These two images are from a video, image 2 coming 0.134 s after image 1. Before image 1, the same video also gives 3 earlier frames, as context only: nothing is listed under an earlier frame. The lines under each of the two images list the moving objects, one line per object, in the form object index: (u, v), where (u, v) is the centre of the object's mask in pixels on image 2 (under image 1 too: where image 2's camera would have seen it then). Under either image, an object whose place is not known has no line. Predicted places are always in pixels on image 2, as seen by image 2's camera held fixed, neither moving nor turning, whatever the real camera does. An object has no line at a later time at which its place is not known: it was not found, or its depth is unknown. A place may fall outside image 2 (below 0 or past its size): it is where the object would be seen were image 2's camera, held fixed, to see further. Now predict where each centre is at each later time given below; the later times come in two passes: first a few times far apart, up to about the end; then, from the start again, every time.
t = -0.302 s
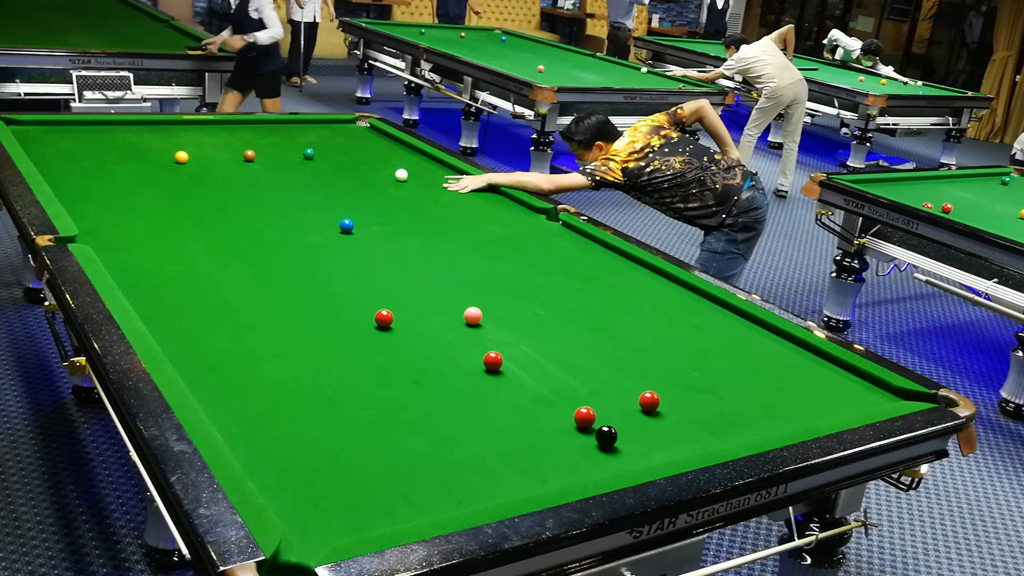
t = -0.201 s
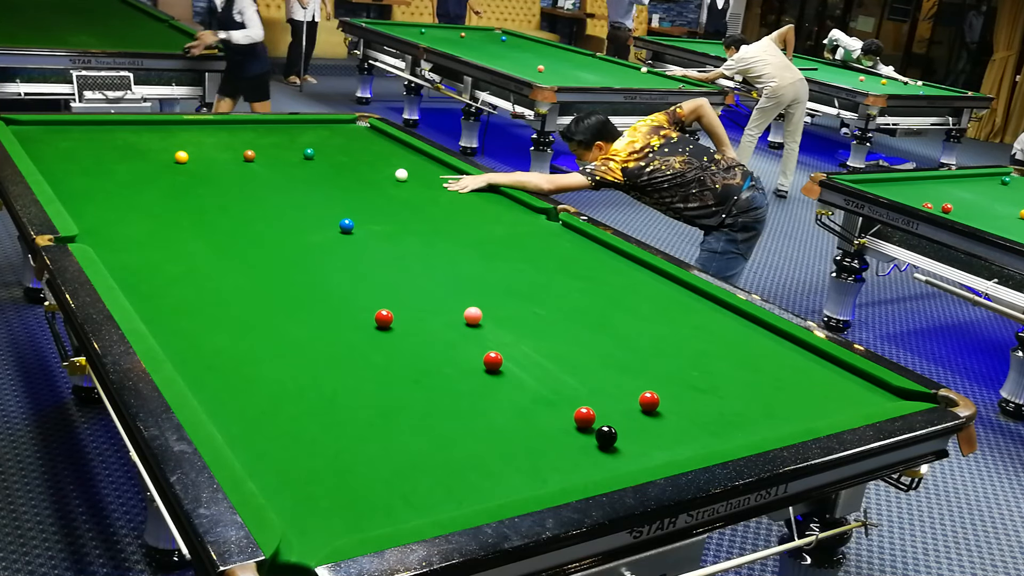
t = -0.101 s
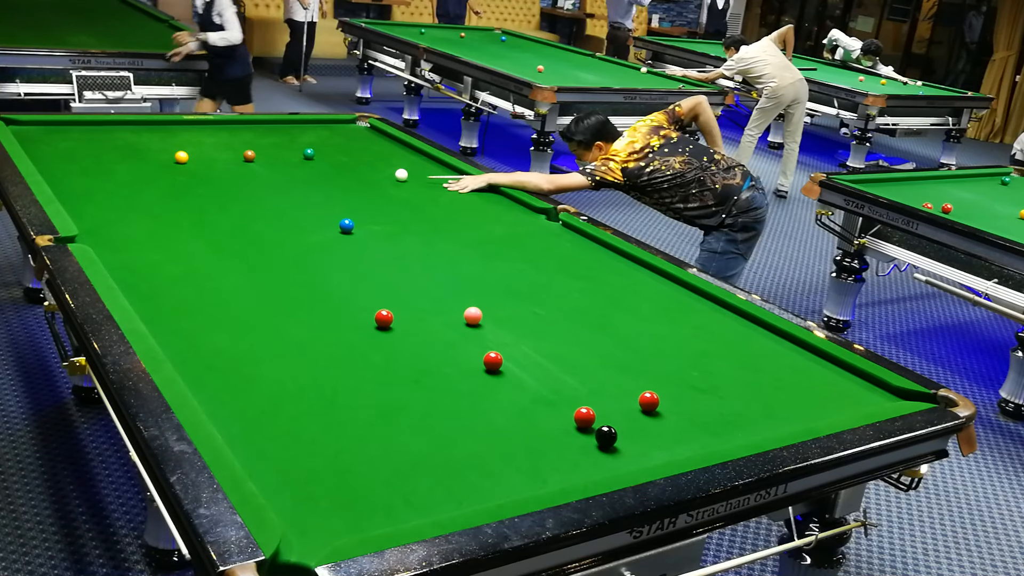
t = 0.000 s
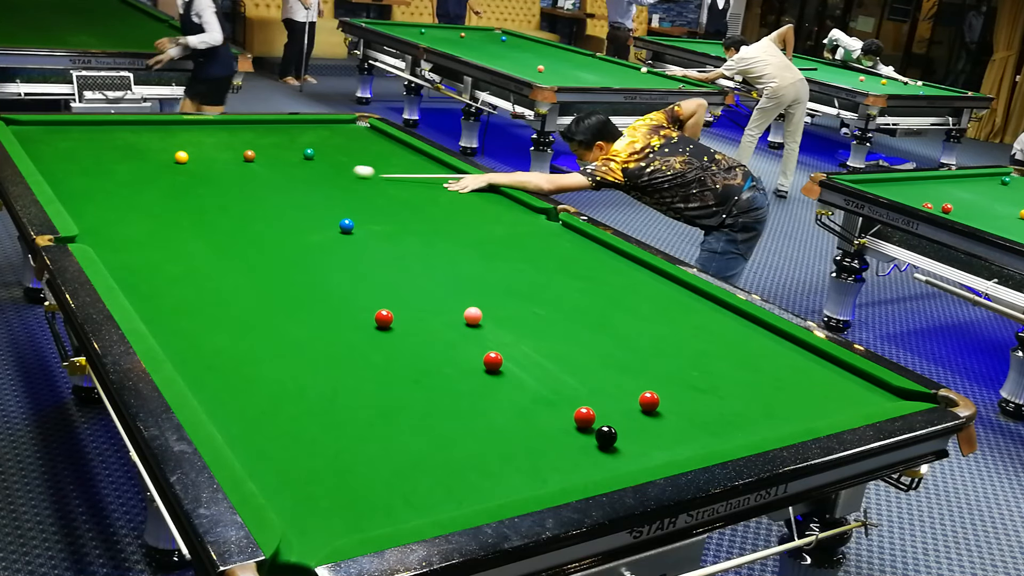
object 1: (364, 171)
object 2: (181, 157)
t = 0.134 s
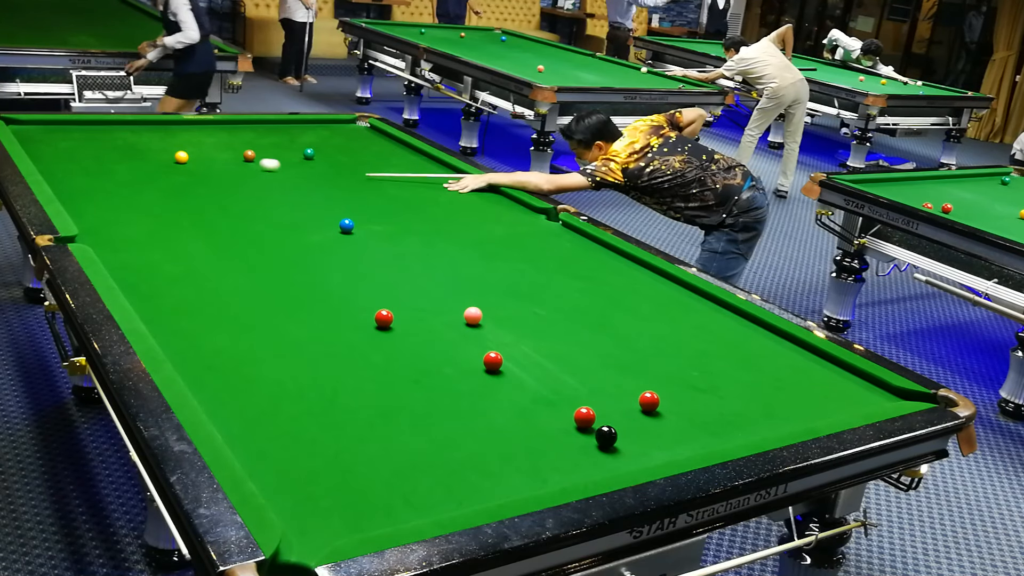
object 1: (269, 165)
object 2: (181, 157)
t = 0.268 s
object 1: (189, 160)
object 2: (177, 156)
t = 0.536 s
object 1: (143, 169)
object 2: (101, 140)
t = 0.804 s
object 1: (96, 179)
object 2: (39, 127)
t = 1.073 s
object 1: (61, 188)
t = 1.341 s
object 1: (104, 193)
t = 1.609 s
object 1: (144, 197)
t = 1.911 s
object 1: (186, 202)
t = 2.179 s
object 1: (221, 206)
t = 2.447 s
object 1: (254, 210)
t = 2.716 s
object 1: (284, 213)
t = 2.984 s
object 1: (313, 216)
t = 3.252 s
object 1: (338, 218)
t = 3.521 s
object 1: (363, 222)
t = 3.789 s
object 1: (385, 224)
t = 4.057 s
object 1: (405, 227)
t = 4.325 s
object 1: (423, 229)
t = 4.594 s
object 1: (438, 231)
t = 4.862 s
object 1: (451, 232)
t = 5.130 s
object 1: (462, 233)
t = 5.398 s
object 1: (471, 234)
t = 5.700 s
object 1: (478, 235)
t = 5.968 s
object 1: (482, 236)
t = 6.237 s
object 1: (484, 236)
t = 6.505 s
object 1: (484, 236)
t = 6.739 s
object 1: (483, 236)
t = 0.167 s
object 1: (247, 163)
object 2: (181, 157)
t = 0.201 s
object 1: (225, 162)
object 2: (181, 157)
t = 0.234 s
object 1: (205, 160)
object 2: (181, 157)
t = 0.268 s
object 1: (189, 160)
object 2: (177, 156)
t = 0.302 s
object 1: (182, 161)
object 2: (166, 154)
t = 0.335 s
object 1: (177, 163)
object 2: (155, 151)
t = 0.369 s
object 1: (171, 164)
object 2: (145, 149)
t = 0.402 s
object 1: (165, 165)
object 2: (135, 147)
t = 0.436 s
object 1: (160, 166)
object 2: (126, 145)
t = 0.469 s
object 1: (154, 167)
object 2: (117, 143)
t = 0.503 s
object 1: (149, 168)
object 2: (109, 142)
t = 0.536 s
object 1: (143, 169)
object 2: (101, 140)
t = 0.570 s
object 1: (137, 170)
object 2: (94, 138)
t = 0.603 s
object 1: (132, 172)
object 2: (86, 137)
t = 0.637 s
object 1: (126, 173)
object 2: (78, 135)
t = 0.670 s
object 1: (120, 174)
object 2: (70, 133)
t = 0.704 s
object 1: (114, 175)
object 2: (62, 132)
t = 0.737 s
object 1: (108, 176)
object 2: (54, 130)
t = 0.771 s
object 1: (102, 177)
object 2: (47, 129)
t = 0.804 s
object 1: (96, 179)
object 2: (39, 127)
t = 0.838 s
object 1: (89, 180)
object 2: (32, 125)
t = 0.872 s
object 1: (83, 181)
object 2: (25, 124)
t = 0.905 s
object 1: (77, 182)
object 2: (17, 122)
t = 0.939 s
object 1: (70, 183)
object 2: (10, 120)
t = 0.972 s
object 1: (64, 184)
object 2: (5, 119)
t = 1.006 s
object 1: (58, 185)
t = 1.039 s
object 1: (56, 186)
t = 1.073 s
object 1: (61, 188)
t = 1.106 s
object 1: (67, 188)
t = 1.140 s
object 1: (72, 189)
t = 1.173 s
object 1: (77, 189)
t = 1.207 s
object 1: (82, 190)
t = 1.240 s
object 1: (88, 191)
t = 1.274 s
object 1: (93, 192)
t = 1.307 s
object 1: (99, 192)
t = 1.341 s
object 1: (104, 193)
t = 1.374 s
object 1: (109, 193)
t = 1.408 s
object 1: (114, 194)
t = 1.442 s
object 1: (119, 194)
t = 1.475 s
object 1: (124, 195)
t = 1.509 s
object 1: (129, 195)
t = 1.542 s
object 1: (134, 196)
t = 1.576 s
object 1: (139, 197)
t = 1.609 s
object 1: (144, 197)
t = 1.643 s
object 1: (149, 198)
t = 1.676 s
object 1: (154, 198)
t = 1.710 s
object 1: (158, 199)
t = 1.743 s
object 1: (163, 199)
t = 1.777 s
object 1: (168, 200)
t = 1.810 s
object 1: (172, 201)
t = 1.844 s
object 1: (177, 201)
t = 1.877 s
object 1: (182, 201)
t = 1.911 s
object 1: (186, 202)
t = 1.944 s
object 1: (191, 203)
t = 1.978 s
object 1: (195, 203)
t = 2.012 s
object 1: (200, 204)
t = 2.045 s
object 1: (204, 204)
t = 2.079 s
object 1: (208, 205)
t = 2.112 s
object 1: (213, 205)
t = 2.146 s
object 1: (217, 206)
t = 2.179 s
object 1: (221, 206)
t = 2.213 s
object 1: (225, 207)
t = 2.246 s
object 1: (230, 207)
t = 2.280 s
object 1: (233, 207)
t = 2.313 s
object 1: (238, 208)
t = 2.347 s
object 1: (242, 208)
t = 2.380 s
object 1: (246, 209)
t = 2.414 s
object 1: (250, 209)
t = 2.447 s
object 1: (254, 210)
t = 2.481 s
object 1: (258, 210)
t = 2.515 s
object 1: (262, 211)
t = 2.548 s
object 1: (266, 211)
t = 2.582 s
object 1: (269, 211)
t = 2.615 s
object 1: (273, 212)
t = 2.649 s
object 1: (277, 212)
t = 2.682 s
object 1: (281, 213)
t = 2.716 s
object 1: (284, 213)
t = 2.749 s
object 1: (288, 214)
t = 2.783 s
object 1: (292, 214)
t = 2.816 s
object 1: (295, 214)
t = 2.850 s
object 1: (299, 215)
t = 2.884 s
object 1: (302, 215)
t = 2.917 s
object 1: (306, 216)
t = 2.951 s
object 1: (309, 216)
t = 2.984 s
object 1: (313, 216)
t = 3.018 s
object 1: (316, 217)
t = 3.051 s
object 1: (320, 217)
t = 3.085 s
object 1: (323, 217)
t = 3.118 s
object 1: (326, 218)
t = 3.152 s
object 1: (329, 218)
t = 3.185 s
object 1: (332, 218)
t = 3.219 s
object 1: (335, 218)
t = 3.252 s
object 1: (338, 218)
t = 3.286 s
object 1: (341, 218)
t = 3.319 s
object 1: (345, 217)
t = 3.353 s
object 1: (349, 217)
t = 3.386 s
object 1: (353, 219)
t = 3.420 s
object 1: (356, 220)
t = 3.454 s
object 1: (358, 221)
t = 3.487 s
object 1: (361, 222)
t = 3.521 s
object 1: (363, 222)
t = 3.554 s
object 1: (366, 222)
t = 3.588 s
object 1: (369, 223)
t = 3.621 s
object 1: (372, 223)
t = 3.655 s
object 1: (375, 223)
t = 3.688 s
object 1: (378, 224)
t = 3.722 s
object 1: (380, 224)
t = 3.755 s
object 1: (383, 224)
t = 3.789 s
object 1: (385, 224)
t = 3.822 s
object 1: (388, 225)
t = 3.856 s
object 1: (391, 225)
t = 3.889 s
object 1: (393, 225)
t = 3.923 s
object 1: (395, 226)
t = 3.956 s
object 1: (398, 226)
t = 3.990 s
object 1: (400, 226)
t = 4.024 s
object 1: (403, 226)
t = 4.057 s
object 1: (405, 227)
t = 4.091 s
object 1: (407, 227)
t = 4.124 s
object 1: (409, 227)
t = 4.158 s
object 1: (412, 227)
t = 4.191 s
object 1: (414, 228)
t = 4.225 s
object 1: (416, 228)
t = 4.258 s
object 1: (418, 228)
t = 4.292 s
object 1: (420, 229)
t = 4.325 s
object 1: (423, 229)
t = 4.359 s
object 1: (424, 229)
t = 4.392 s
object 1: (426, 229)
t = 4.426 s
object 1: (429, 230)
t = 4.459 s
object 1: (430, 230)
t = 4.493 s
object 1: (432, 230)
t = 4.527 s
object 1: (434, 230)
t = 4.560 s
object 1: (436, 230)
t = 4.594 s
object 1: (438, 231)
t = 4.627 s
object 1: (439, 231)
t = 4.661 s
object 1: (441, 231)
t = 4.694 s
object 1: (443, 231)
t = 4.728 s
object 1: (445, 231)
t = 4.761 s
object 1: (446, 231)
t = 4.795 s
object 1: (448, 232)
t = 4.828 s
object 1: (449, 232)
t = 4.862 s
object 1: (451, 232)
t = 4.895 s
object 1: (453, 232)
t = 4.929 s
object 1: (454, 232)
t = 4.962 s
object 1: (455, 232)
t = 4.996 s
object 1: (457, 232)
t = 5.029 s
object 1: (458, 233)
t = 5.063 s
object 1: (460, 233)
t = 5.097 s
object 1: (461, 233)
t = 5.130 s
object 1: (462, 233)
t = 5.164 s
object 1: (463, 233)
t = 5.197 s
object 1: (464, 233)
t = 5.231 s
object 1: (466, 234)
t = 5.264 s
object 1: (467, 234)
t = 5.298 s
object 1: (468, 234)
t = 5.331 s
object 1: (469, 234)
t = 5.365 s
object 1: (470, 234)
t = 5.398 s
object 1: (471, 234)
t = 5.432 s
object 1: (472, 234)
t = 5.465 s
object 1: (473, 234)
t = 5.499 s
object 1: (474, 234)
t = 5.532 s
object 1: (475, 235)
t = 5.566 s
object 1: (475, 235)
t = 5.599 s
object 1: (476, 235)
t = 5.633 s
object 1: (477, 235)
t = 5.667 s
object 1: (477, 235)
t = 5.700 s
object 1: (478, 235)
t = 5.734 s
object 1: (479, 235)
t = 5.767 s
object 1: (479, 235)
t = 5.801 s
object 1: (480, 235)
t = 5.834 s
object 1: (481, 235)
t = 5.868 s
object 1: (481, 235)
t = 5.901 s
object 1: (482, 235)
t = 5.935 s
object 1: (482, 235)
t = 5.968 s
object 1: (482, 236)
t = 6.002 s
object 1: (483, 236)
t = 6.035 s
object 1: (483, 236)
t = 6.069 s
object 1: (483, 236)
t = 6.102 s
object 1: (483, 236)
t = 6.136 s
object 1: (483, 236)
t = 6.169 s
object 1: (484, 236)
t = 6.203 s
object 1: (484, 236)
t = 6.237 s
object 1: (484, 236)
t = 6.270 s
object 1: (484, 236)
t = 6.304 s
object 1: (484, 236)
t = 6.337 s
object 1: (484, 236)
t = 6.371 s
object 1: (484, 236)
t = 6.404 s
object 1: (484, 236)
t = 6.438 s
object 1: (483, 236)
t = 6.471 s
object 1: (484, 236)
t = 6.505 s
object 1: (484, 236)
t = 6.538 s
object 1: (483, 236)
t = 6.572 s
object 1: (483, 236)
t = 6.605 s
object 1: (483, 236)
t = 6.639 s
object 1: (483, 236)
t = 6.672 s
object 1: (484, 236)
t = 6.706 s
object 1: (484, 236)
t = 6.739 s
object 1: (483, 236)
